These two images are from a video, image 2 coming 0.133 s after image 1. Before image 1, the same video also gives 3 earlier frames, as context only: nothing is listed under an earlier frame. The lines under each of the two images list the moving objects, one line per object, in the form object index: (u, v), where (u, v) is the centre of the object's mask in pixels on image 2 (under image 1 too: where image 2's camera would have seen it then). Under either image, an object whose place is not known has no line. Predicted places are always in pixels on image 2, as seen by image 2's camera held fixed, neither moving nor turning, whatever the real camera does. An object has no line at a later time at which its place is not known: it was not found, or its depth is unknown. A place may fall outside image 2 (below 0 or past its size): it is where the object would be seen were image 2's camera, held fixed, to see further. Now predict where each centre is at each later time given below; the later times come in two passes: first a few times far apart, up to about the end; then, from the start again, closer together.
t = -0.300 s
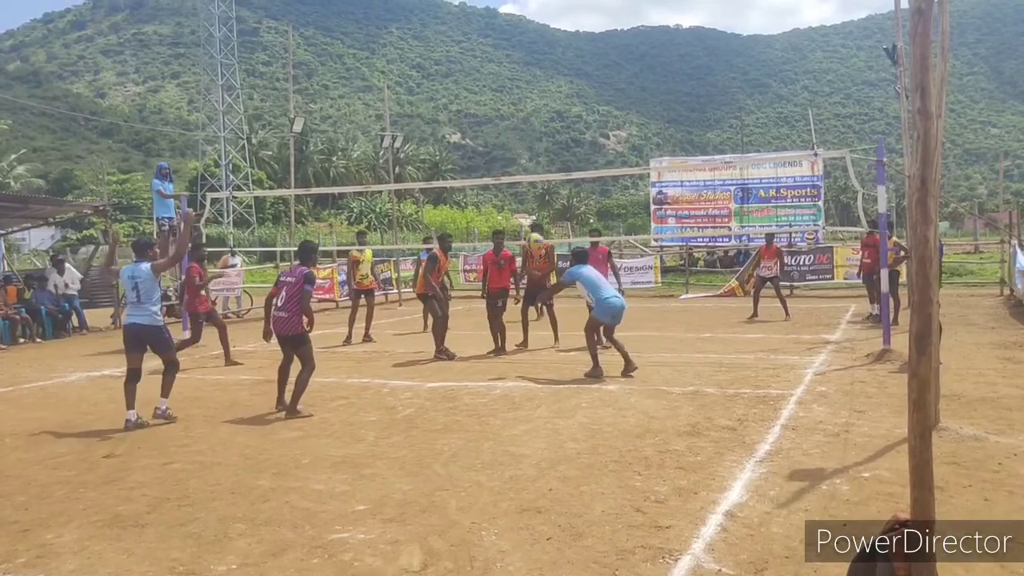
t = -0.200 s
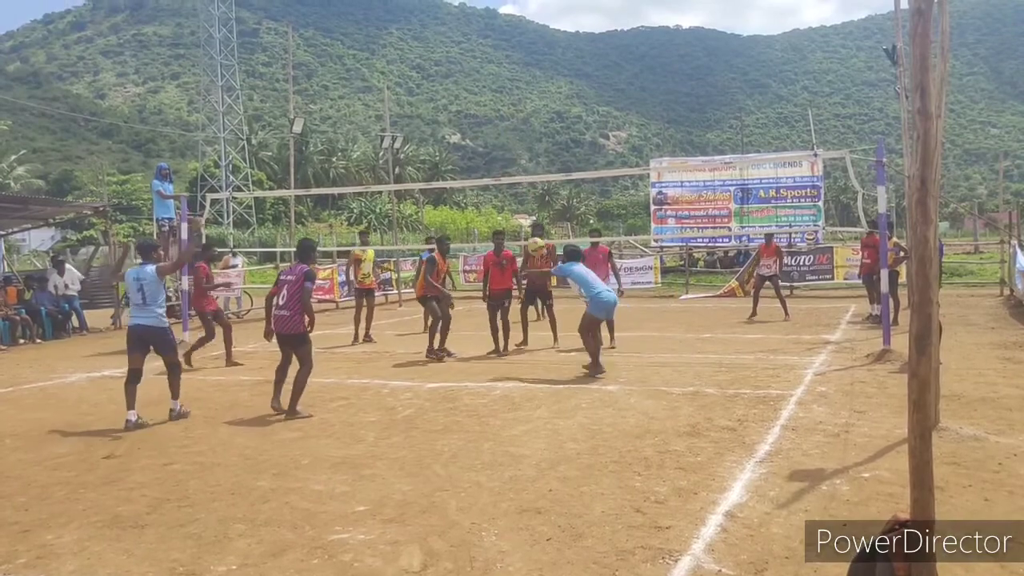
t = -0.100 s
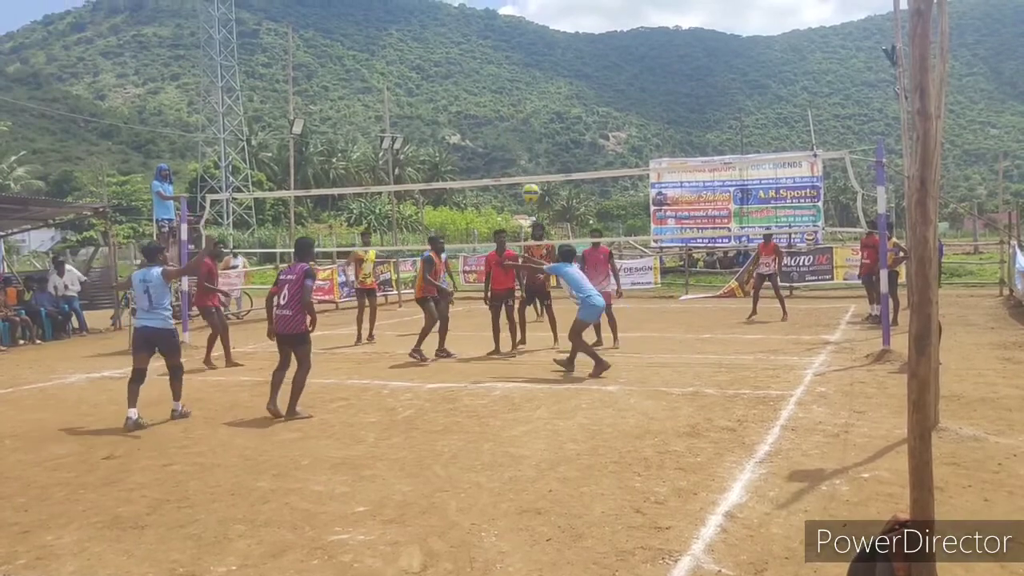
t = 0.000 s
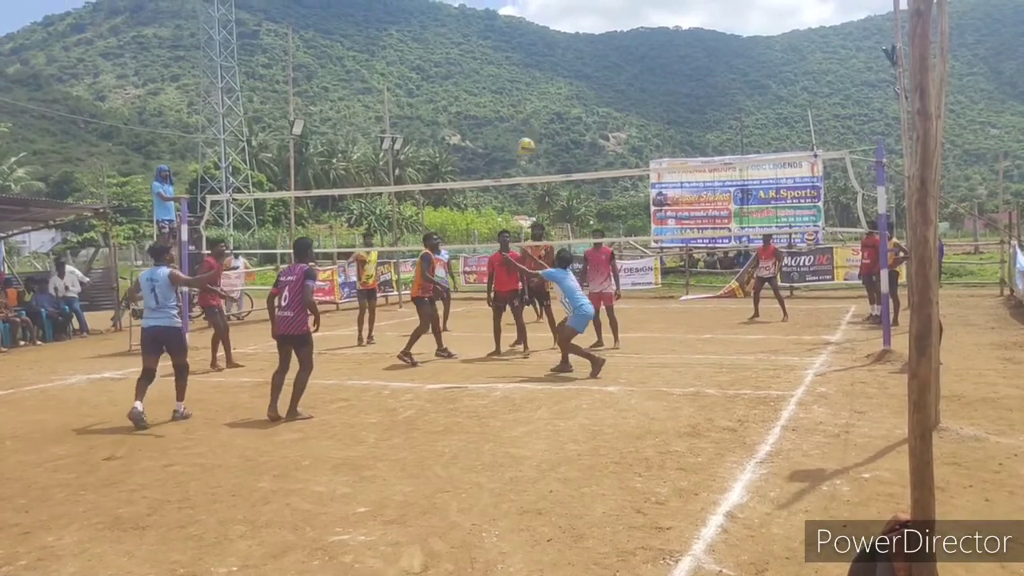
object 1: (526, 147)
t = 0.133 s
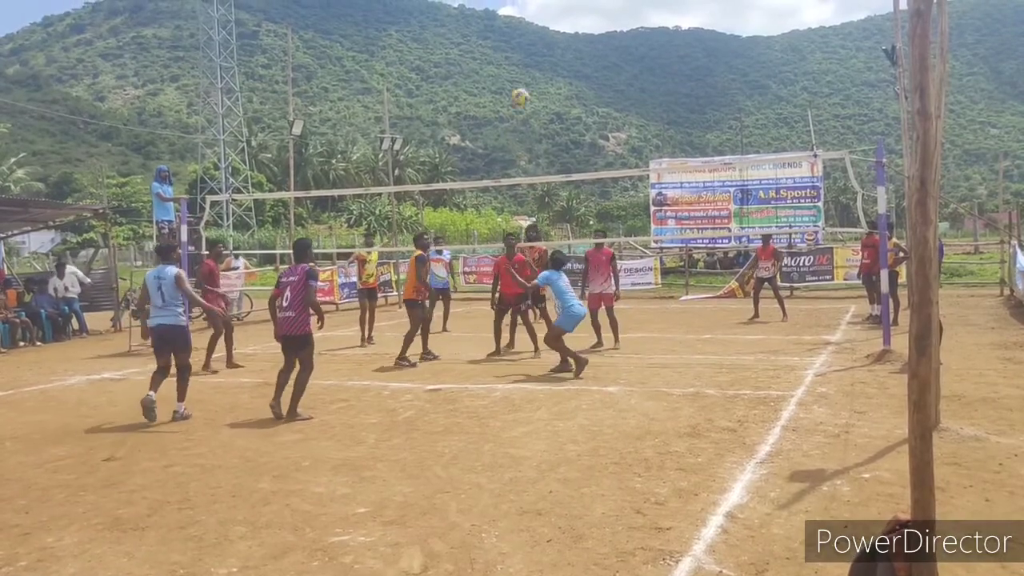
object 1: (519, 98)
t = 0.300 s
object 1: (515, 56)
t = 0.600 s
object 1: (506, 40)
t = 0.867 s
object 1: (500, 86)
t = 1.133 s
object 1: (494, 185)
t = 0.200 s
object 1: (518, 79)
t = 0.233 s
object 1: (517, 71)
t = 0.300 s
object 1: (515, 56)
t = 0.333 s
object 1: (513, 51)
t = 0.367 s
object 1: (512, 47)
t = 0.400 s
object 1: (511, 42)
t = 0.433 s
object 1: (510, 40)
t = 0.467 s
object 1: (509, 39)
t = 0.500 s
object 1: (508, 38)
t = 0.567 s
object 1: (507, 39)
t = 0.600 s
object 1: (506, 40)
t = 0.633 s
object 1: (505, 42)
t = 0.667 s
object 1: (505, 46)
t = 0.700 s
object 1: (504, 51)
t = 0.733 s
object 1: (503, 56)
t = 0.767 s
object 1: (502, 62)
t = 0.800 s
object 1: (502, 69)
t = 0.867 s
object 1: (500, 86)
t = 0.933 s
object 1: (499, 106)
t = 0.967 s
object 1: (498, 117)
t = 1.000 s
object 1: (497, 130)
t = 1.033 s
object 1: (497, 143)
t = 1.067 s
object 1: (496, 157)
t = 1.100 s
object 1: (496, 170)
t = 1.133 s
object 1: (494, 185)
